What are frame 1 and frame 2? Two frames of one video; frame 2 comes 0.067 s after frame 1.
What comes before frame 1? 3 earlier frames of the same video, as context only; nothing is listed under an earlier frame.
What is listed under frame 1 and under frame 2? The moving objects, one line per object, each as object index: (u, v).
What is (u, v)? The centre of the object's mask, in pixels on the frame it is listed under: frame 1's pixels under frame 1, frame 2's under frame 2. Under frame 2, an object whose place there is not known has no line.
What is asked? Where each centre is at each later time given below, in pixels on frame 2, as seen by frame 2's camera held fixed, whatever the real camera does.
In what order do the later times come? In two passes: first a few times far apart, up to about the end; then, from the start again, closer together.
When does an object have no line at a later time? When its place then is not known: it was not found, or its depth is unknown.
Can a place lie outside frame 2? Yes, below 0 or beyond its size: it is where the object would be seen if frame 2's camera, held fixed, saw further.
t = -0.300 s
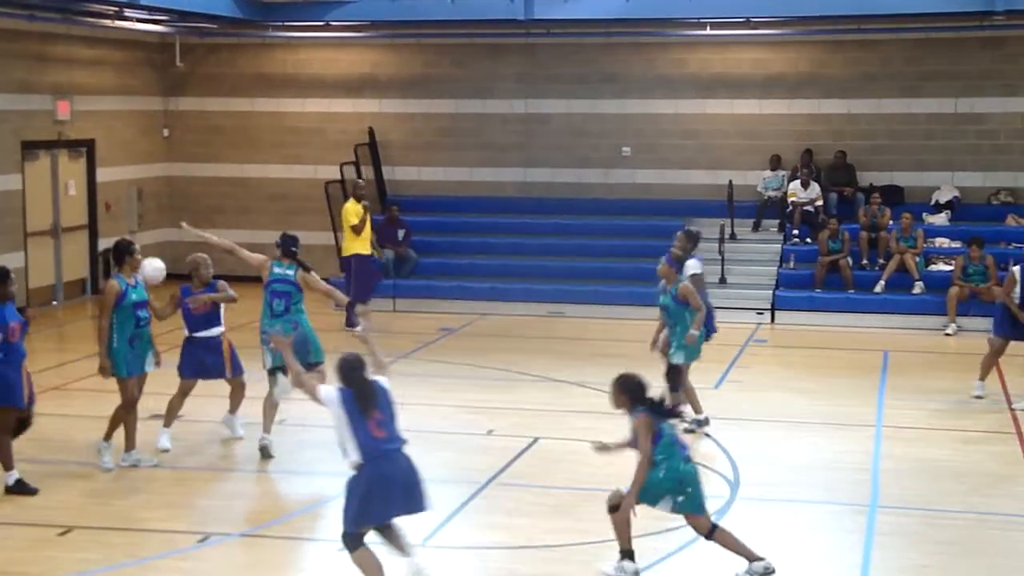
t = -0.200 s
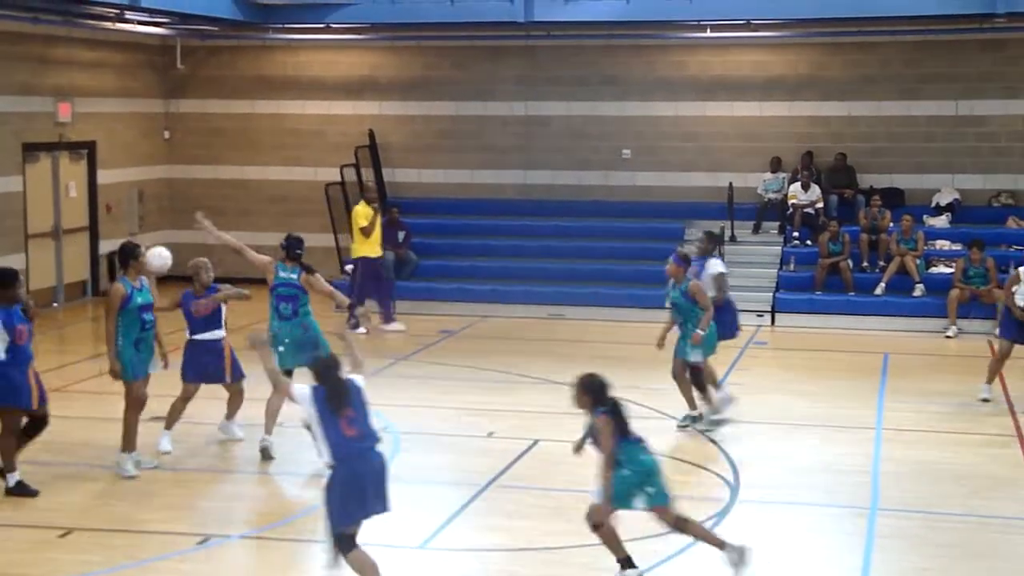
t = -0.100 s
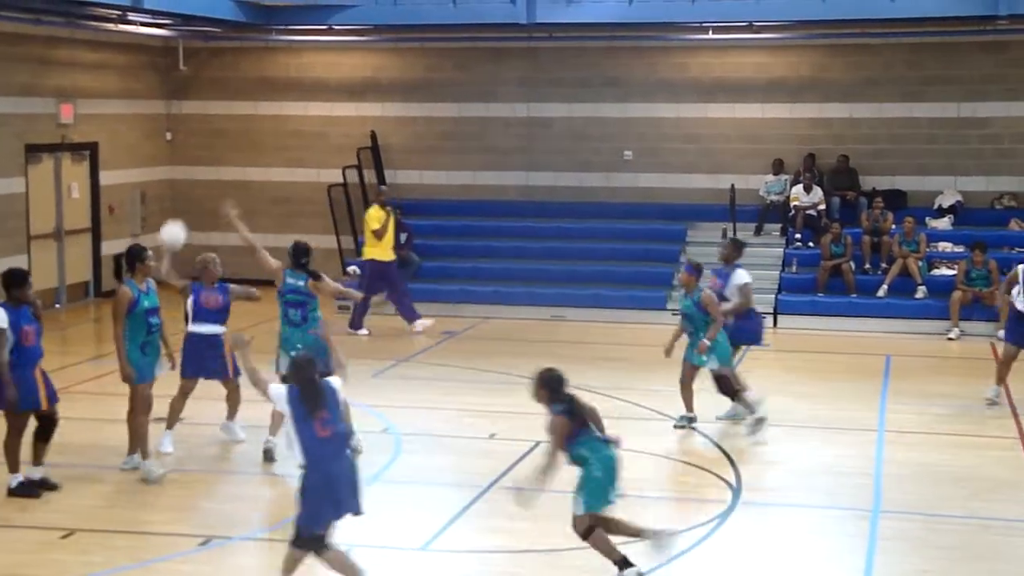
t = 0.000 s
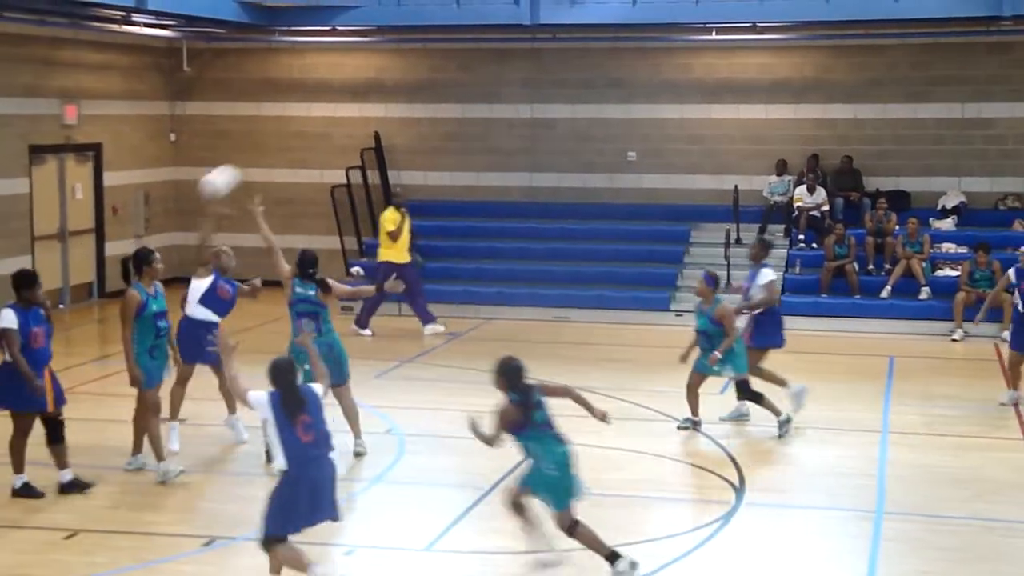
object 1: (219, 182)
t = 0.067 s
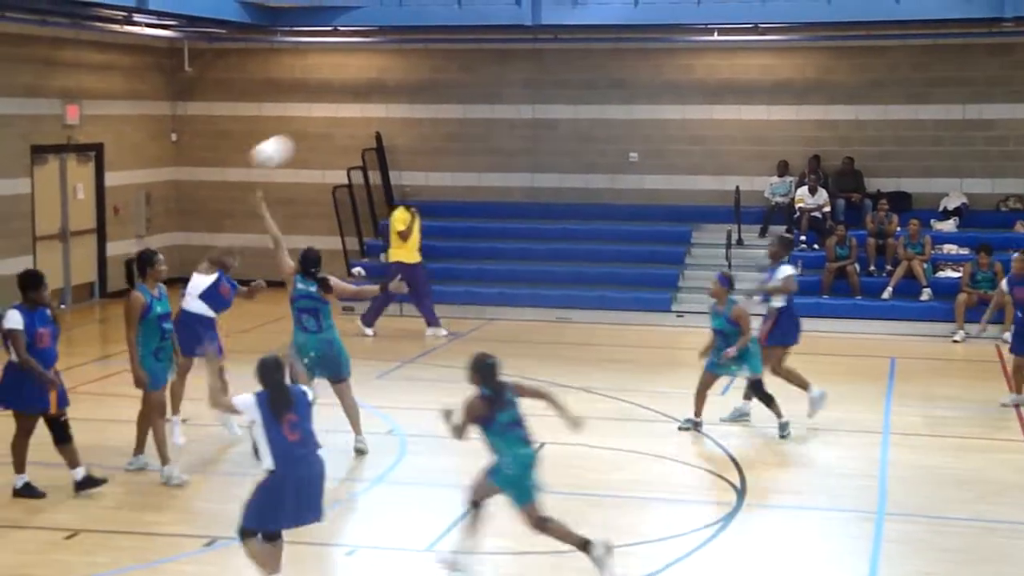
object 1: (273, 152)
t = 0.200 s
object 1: (382, 104)
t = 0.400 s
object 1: (565, 71)
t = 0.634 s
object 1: (818, 94)
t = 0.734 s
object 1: (943, 137)
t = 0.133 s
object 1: (326, 126)
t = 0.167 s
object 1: (351, 114)
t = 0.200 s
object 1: (382, 104)
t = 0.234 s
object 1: (411, 94)
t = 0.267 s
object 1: (440, 88)
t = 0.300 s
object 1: (470, 83)
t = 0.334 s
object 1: (501, 77)
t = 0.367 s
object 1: (533, 73)
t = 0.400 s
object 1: (565, 71)
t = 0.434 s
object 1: (598, 70)
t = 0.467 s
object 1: (632, 70)
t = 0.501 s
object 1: (668, 72)
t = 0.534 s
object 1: (706, 76)
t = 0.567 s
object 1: (741, 82)
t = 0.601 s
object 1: (780, 88)
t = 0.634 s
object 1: (818, 94)
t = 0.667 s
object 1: (859, 108)
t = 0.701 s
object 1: (902, 122)
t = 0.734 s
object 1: (943, 137)
